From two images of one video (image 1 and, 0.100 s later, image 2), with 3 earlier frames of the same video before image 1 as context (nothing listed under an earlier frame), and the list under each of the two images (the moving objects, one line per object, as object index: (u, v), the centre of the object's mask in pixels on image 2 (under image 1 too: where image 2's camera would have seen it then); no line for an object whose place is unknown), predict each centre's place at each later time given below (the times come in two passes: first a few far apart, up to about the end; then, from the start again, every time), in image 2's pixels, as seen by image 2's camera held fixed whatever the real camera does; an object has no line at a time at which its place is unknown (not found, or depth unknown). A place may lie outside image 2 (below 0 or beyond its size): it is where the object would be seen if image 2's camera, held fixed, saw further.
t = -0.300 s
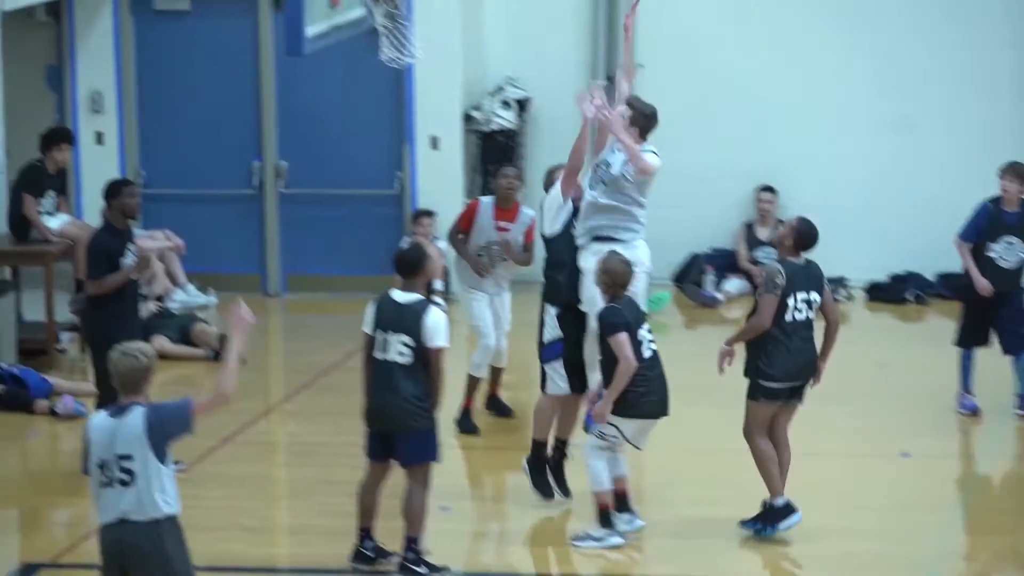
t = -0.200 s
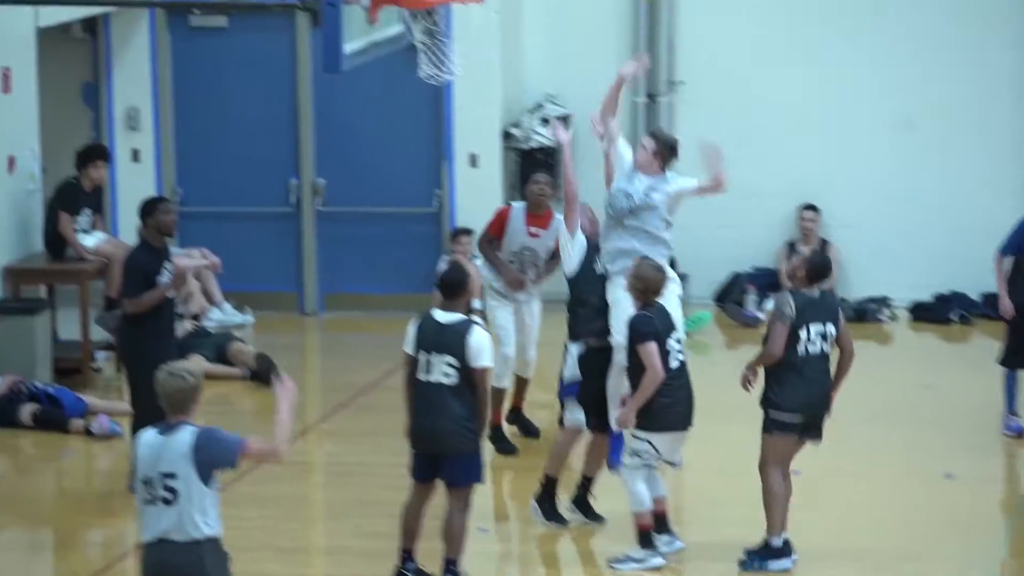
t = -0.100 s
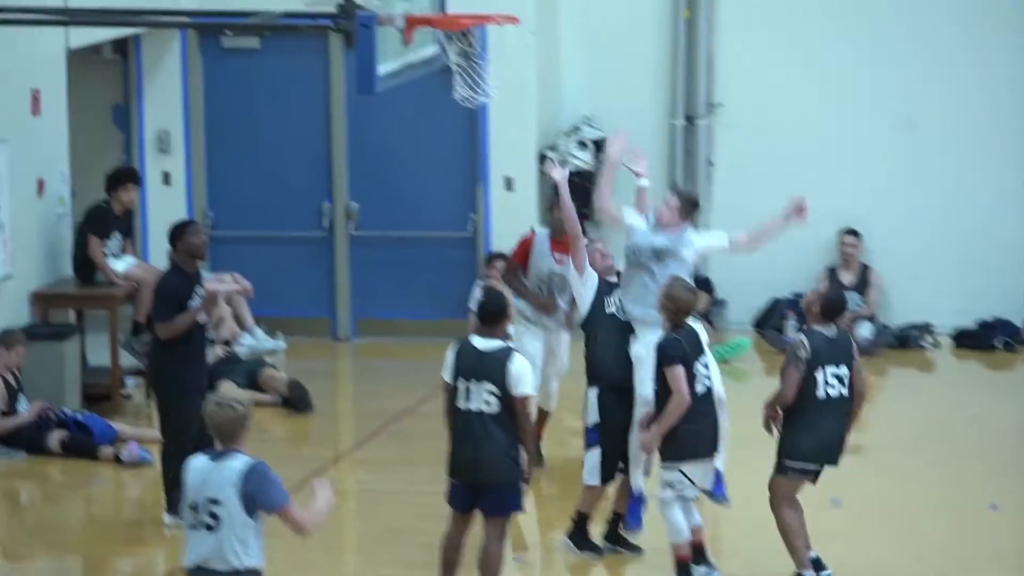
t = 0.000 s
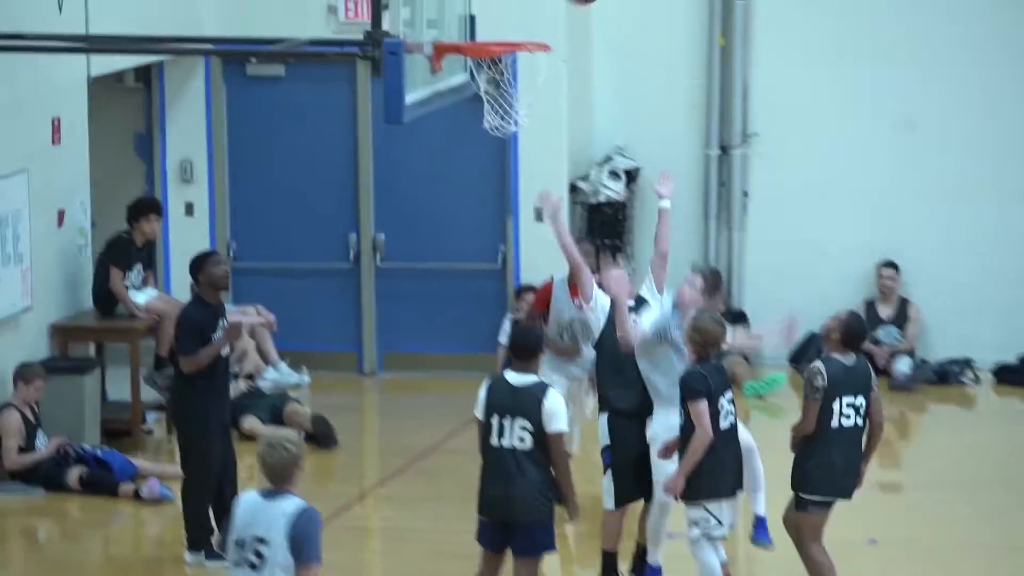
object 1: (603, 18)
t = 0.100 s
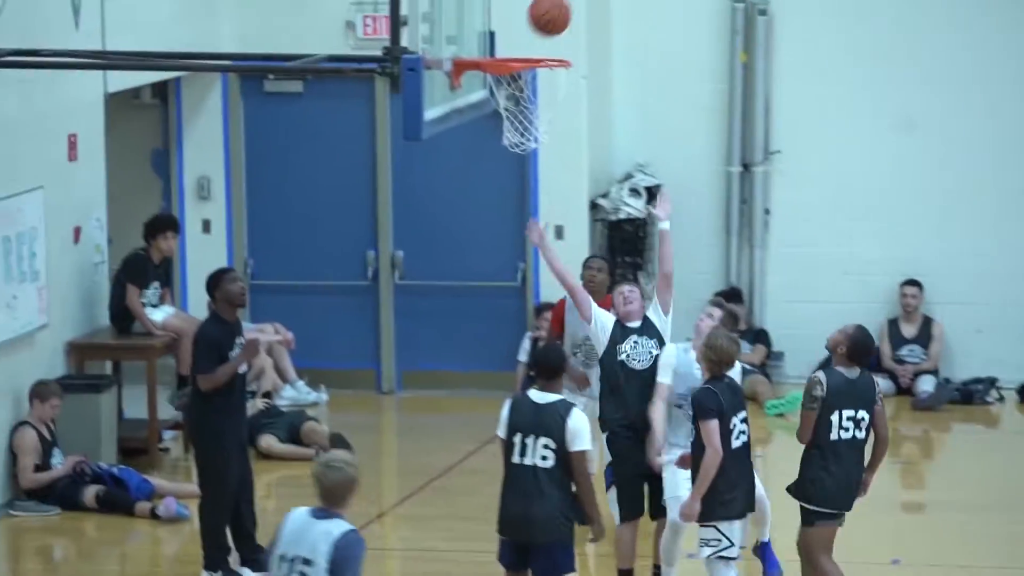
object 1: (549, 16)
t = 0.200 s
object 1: (504, 40)
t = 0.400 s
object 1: (524, -3)
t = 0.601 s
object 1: (545, 11)
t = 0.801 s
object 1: (568, 96)
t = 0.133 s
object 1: (532, 23)
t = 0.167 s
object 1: (515, 34)
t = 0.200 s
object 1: (504, 40)
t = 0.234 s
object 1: (508, 26)
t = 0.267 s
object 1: (511, 14)
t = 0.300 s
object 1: (514, 5)
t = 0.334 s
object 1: (516, 0)
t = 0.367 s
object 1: (520, -2)
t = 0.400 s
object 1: (524, -3)
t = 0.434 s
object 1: (527, -3)
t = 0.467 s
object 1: (531, -2)
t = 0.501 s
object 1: (534, 0)
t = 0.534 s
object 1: (538, 2)
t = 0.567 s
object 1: (541, 6)
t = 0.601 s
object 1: (545, 11)
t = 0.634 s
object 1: (548, 17)
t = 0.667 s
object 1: (552, 28)
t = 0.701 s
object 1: (556, 41)
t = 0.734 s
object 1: (559, 57)
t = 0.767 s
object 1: (564, 77)
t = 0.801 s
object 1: (568, 96)
